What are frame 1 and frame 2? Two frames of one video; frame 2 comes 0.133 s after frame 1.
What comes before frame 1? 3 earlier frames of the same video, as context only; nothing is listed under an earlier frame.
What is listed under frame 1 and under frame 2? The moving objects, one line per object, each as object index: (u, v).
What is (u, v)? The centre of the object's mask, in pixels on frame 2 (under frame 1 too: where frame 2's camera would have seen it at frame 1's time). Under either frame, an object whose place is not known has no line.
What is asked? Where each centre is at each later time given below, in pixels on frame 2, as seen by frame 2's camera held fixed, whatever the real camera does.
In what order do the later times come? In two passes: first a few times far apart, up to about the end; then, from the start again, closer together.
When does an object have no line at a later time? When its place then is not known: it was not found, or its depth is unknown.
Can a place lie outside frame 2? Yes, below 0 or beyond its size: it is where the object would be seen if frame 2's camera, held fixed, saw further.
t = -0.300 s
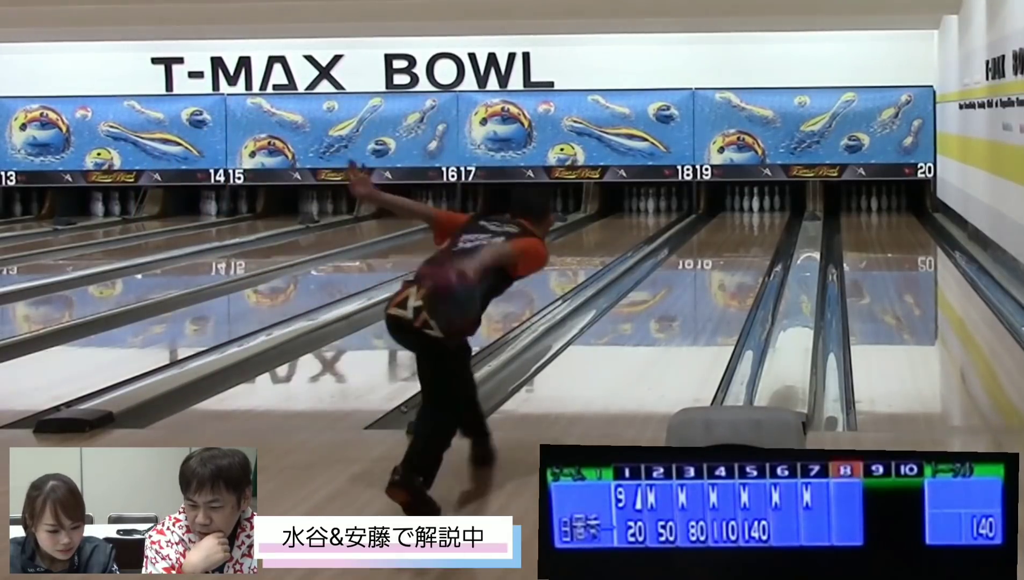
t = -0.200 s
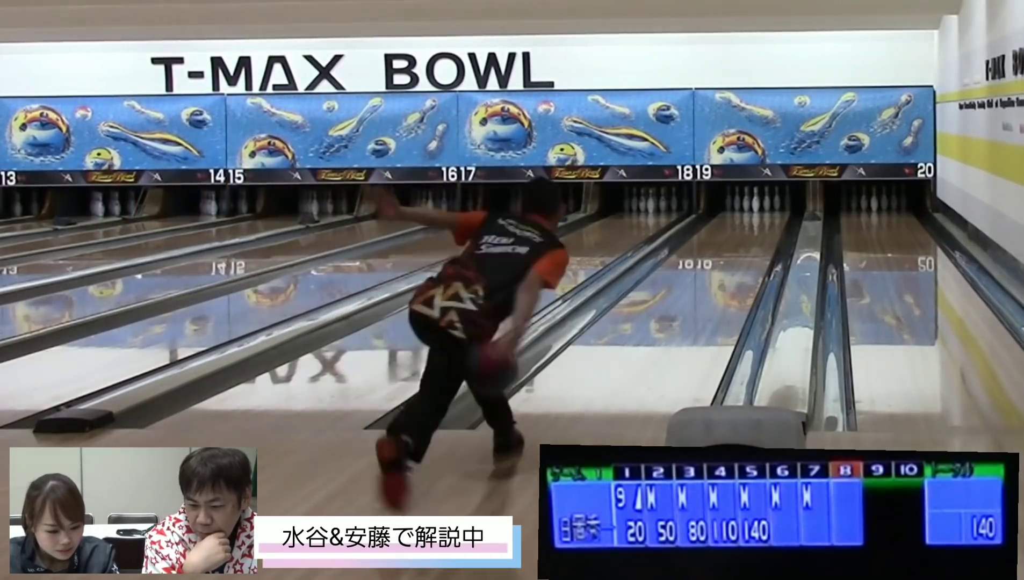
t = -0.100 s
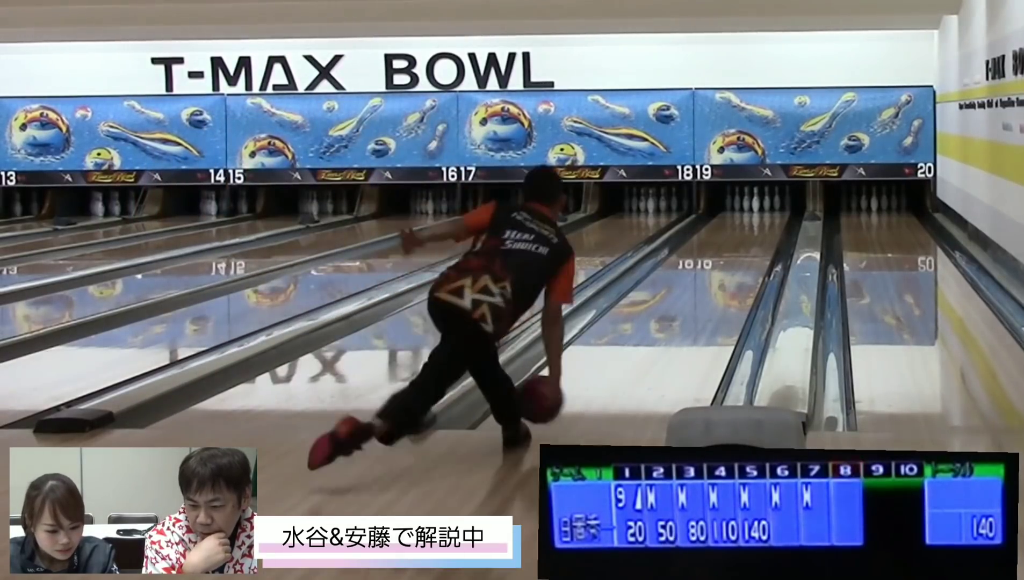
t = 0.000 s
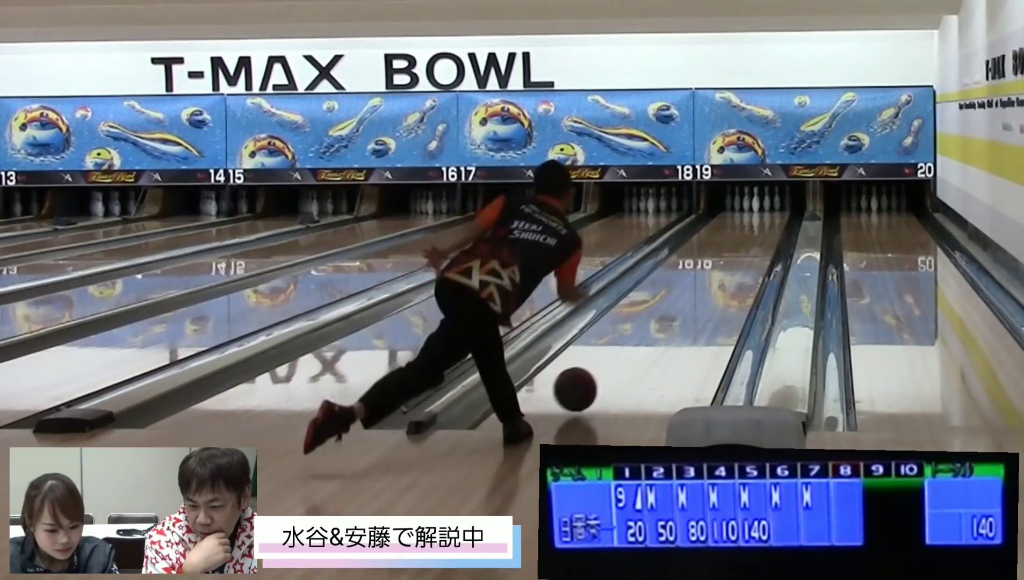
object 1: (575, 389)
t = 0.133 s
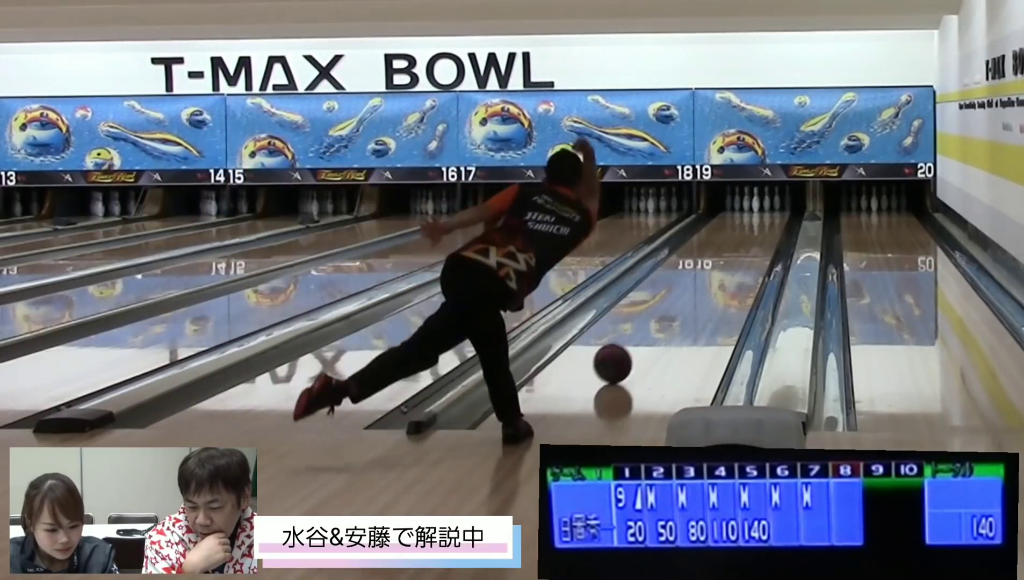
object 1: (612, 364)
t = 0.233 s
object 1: (636, 345)
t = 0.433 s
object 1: (672, 315)
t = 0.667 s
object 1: (703, 289)
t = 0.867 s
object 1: (724, 273)
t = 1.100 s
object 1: (742, 256)
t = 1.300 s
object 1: (755, 245)
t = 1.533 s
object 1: (765, 234)
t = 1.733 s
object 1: (770, 226)
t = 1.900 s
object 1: (772, 220)
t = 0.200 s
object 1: (628, 351)
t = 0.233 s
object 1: (636, 345)
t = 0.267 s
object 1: (642, 340)
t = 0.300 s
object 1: (649, 334)
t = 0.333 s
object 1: (655, 329)
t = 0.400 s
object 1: (666, 320)
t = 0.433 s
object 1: (672, 315)
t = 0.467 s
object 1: (677, 311)
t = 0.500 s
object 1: (682, 307)
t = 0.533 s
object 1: (687, 303)
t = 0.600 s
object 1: (695, 296)
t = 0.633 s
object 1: (699, 293)
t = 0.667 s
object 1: (703, 289)
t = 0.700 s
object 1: (707, 287)
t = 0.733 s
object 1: (711, 284)
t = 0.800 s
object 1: (718, 278)
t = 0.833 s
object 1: (721, 275)
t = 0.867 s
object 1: (724, 273)
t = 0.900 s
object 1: (727, 270)
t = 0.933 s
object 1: (729, 267)
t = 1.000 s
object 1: (735, 263)
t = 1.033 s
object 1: (738, 261)
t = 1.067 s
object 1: (740, 259)
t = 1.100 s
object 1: (742, 256)
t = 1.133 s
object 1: (745, 254)
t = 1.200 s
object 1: (749, 250)
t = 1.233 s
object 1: (751, 248)
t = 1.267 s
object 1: (752, 247)
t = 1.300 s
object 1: (755, 245)
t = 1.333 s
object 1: (756, 243)
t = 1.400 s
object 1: (760, 240)
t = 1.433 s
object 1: (761, 239)
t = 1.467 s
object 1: (763, 237)
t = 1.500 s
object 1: (764, 236)
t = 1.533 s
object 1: (765, 234)
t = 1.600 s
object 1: (767, 232)
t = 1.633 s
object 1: (768, 230)
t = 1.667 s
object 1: (768, 229)
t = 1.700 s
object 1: (769, 227)
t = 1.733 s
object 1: (770, 226)
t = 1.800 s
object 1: (770, 224)
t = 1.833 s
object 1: (771, 223)
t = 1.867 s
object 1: (771, 221)
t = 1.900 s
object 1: (772, 220)
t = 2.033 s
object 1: (771, 216)
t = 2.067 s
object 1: (771, 215)
